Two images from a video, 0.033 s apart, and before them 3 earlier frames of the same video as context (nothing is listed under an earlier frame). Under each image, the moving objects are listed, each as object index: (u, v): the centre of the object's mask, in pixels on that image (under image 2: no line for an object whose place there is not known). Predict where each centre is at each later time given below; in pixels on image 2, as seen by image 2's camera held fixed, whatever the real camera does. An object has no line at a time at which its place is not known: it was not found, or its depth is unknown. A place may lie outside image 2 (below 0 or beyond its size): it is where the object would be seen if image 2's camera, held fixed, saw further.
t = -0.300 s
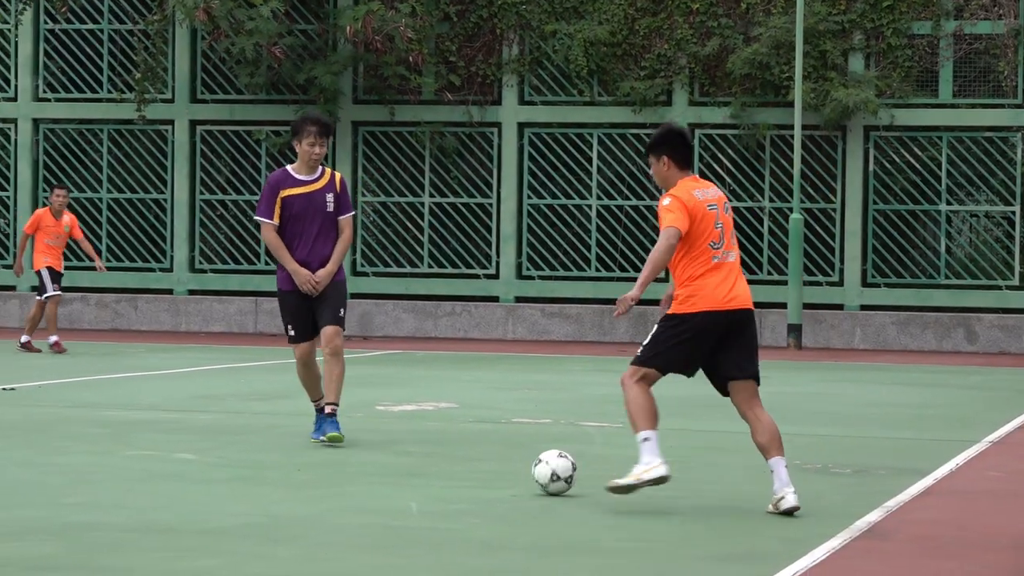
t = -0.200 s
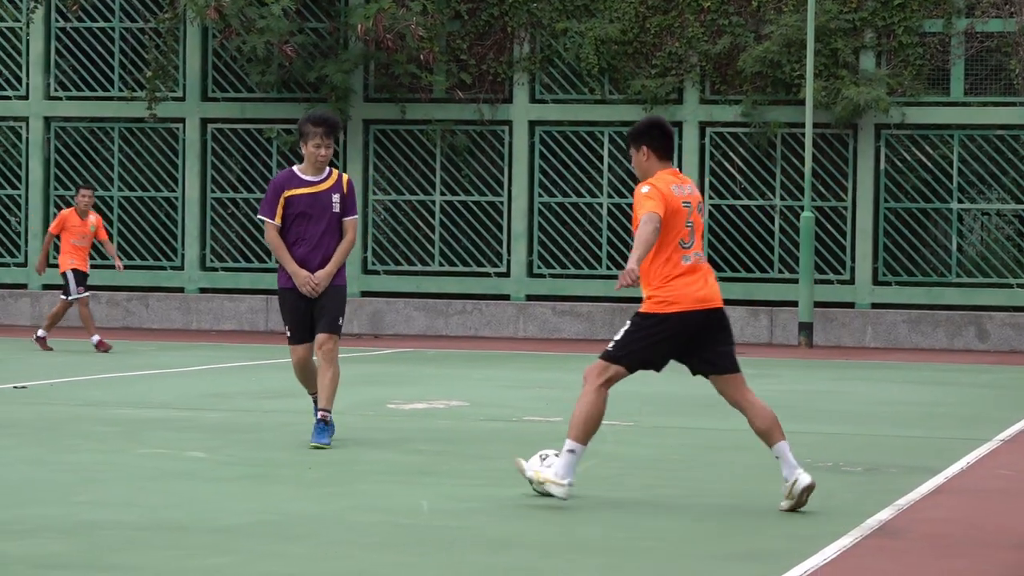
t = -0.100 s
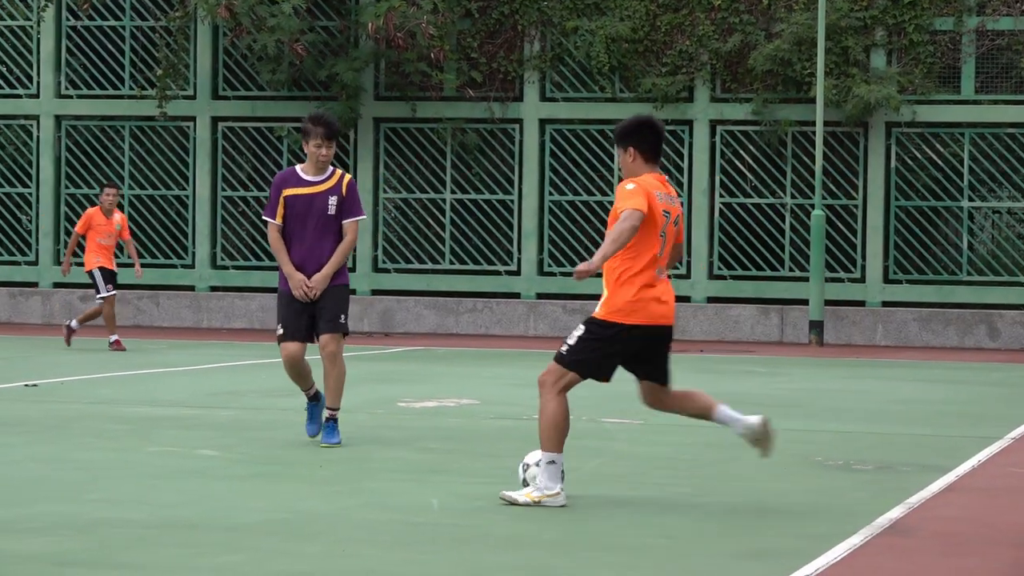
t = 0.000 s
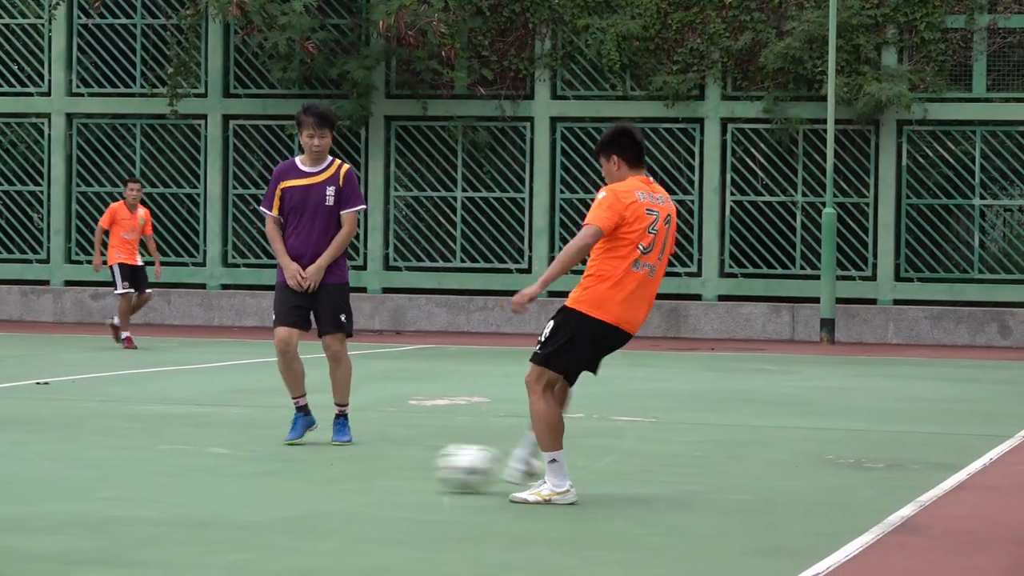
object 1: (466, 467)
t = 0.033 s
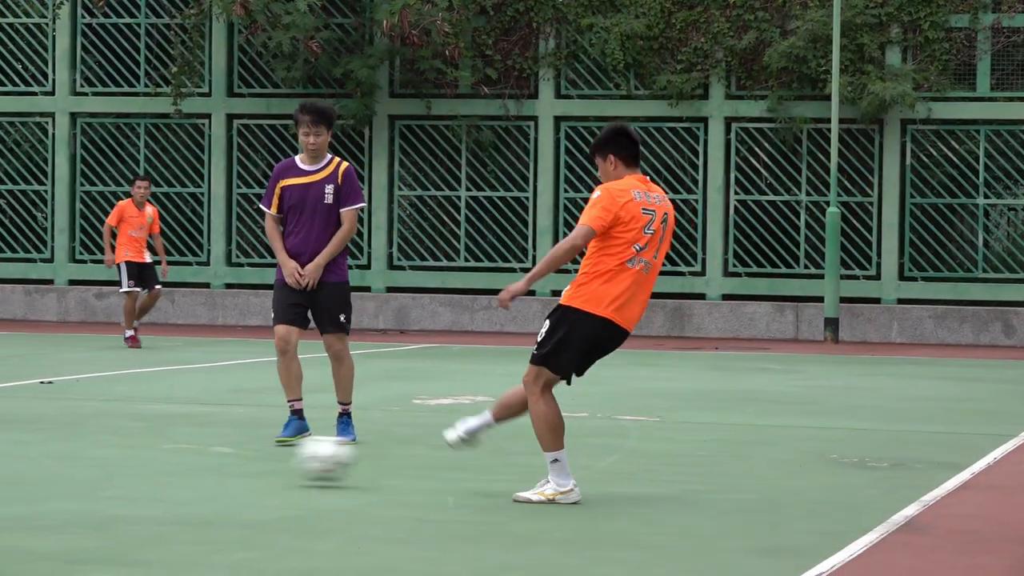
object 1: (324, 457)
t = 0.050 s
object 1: (254, 455)
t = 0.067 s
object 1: (179, 455)
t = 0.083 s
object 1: (107, 453)
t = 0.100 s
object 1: (36, 453)
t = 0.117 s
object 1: (-8, 448)
